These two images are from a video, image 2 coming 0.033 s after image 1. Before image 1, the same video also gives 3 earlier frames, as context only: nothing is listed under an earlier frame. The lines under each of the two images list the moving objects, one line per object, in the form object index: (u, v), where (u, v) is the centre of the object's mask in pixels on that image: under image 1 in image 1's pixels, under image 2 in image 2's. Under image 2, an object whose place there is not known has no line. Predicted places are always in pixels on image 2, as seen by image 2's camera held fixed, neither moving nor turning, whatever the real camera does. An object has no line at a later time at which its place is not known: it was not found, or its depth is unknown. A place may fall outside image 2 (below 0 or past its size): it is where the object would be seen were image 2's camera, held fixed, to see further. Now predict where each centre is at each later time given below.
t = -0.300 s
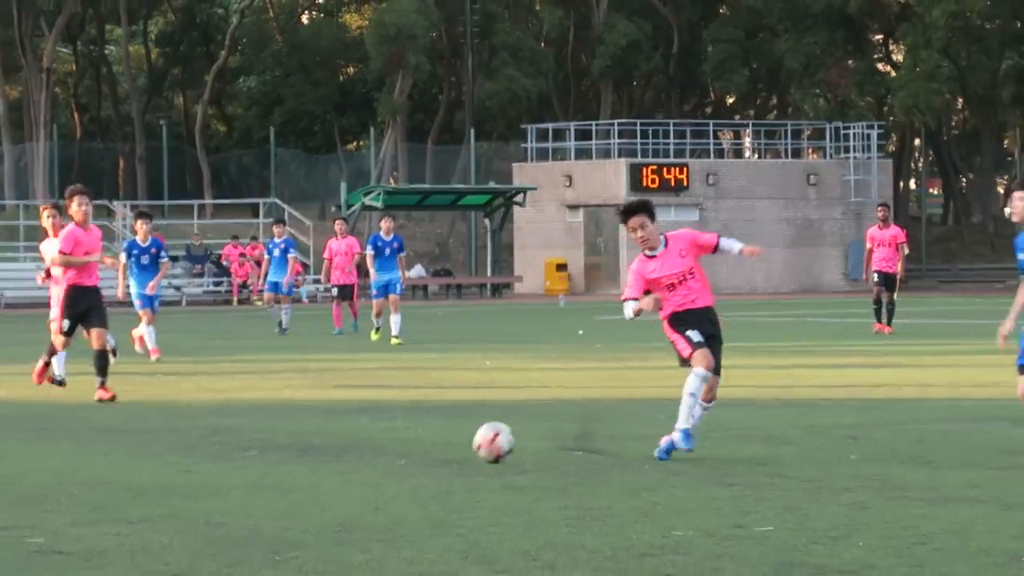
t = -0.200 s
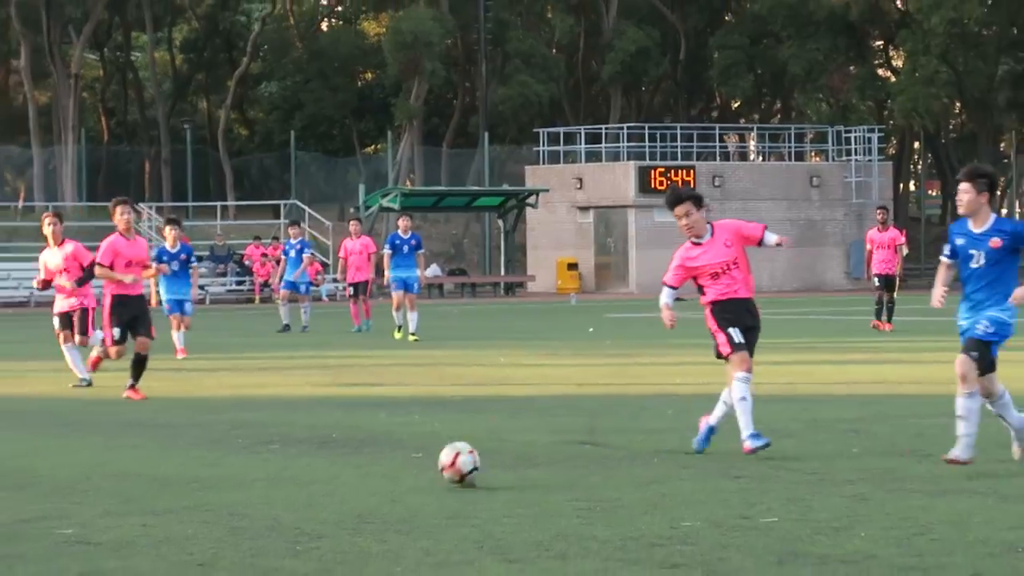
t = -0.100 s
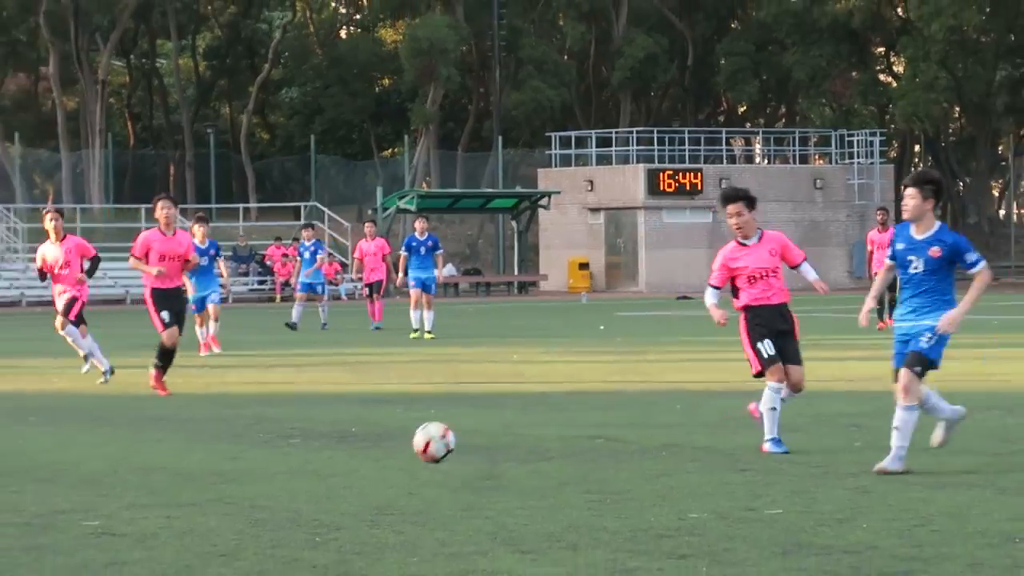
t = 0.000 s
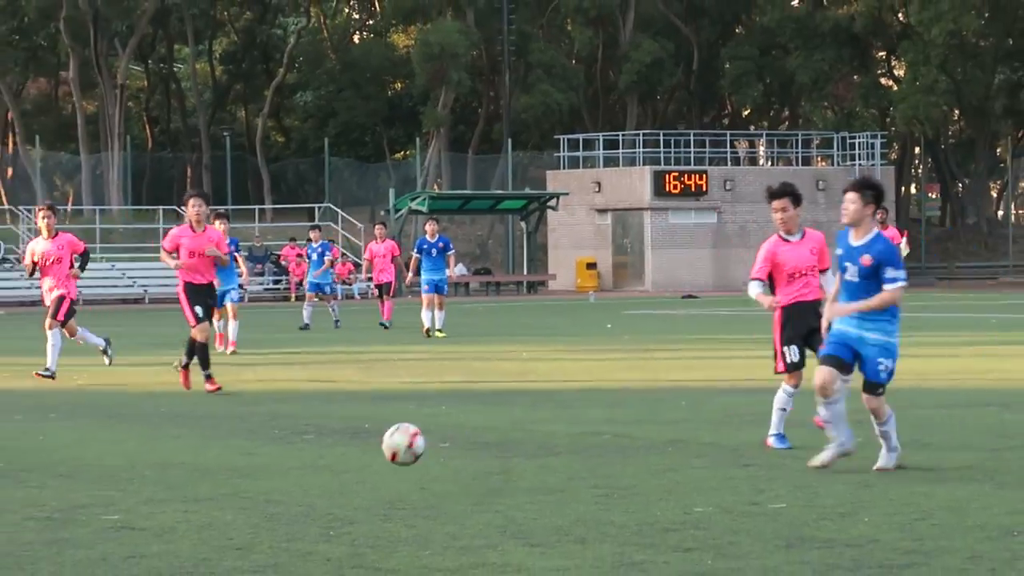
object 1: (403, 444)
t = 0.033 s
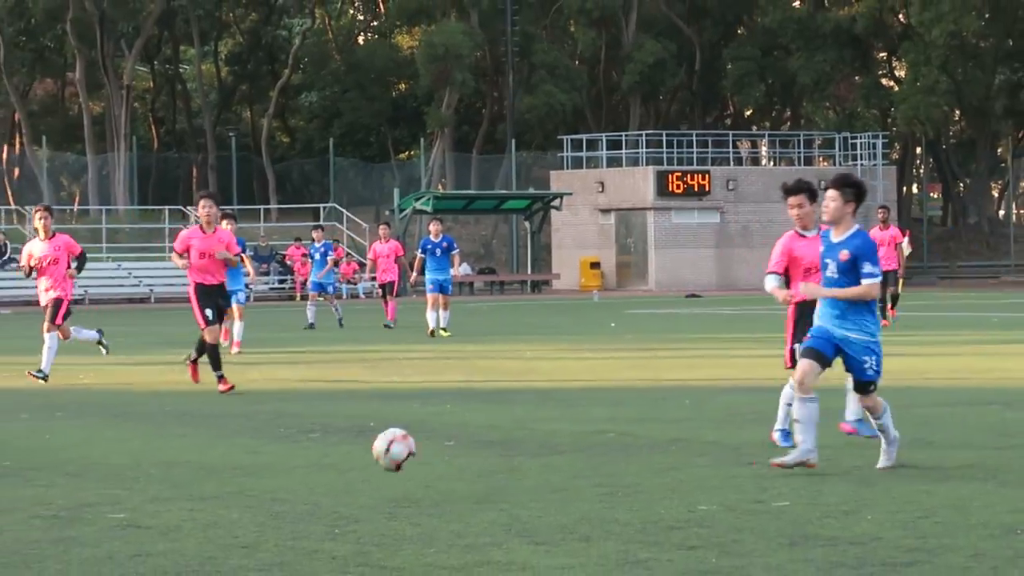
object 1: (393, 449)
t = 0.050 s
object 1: (386, 454)
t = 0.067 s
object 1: (379, 459)
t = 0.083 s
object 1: (371, 464)
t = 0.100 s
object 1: (363, 471)
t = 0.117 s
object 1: (355, 477)
